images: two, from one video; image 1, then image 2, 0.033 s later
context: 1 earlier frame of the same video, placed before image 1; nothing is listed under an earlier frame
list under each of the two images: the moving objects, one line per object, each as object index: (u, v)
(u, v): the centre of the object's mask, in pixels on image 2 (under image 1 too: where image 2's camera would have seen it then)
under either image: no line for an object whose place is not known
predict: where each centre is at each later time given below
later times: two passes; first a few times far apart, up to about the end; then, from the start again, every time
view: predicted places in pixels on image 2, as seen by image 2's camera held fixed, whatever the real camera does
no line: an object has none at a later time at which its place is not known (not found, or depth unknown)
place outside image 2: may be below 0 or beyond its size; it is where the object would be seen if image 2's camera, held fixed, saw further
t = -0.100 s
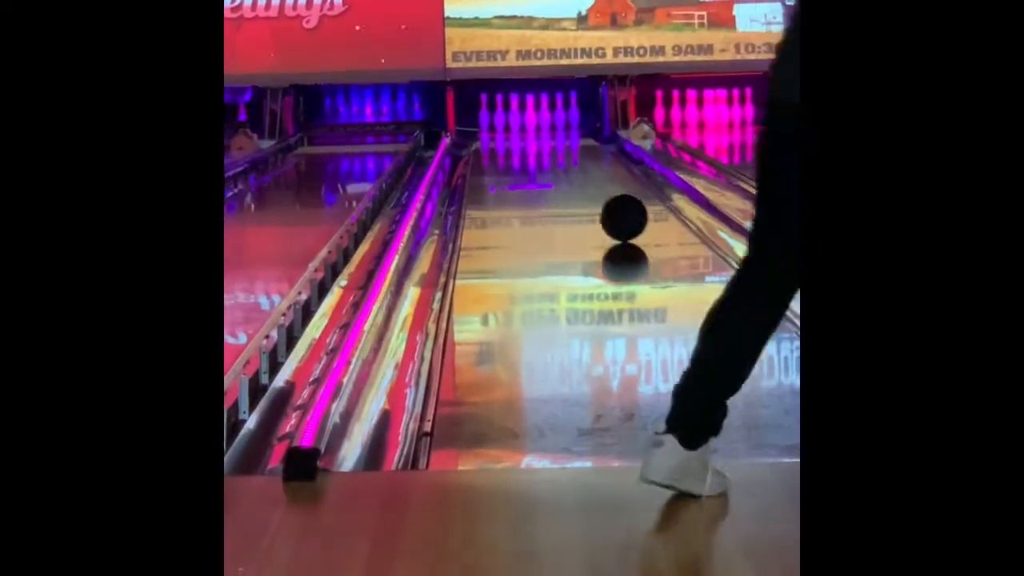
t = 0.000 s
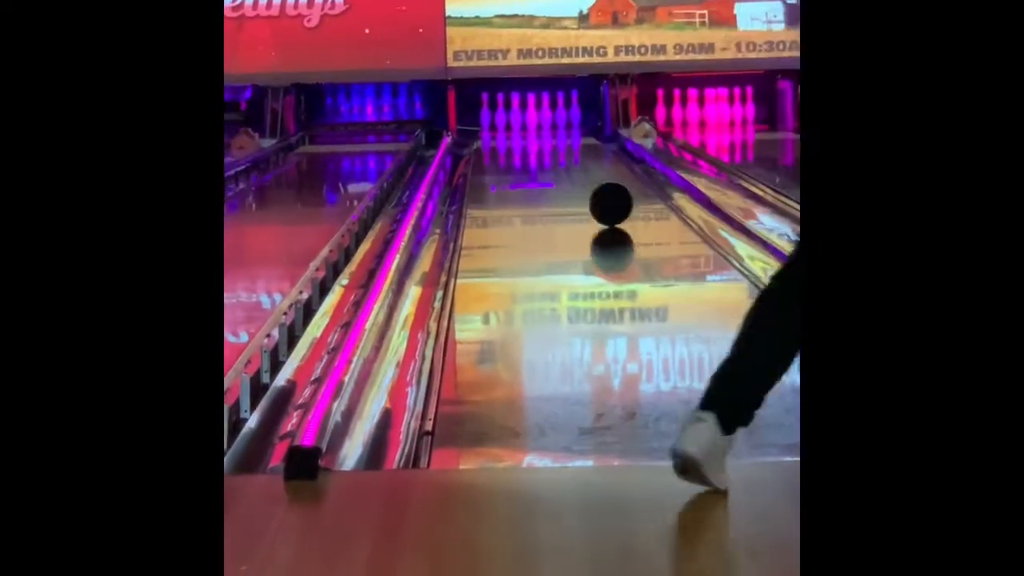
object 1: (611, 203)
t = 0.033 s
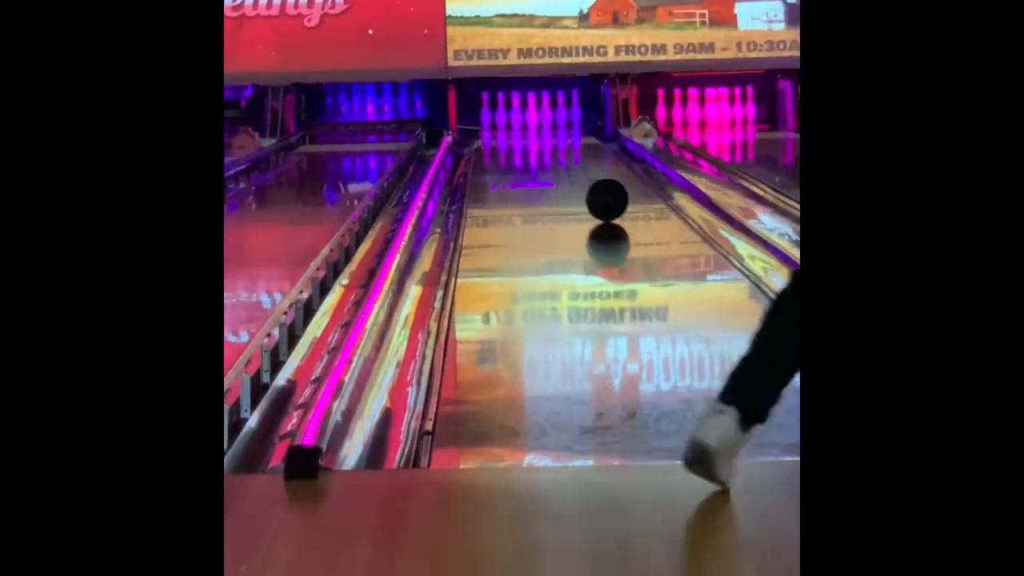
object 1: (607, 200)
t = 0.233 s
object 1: (585, 180)
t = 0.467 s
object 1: (565, 163)
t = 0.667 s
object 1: (551, 152)
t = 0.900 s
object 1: (536, 142)
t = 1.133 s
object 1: (523, 134)
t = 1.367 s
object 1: (511, 127)
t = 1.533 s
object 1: (503, 126)
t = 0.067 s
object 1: (603, 196)
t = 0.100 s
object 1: (599, 193)
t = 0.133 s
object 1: (595, 189)
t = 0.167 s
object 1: (592, 186)
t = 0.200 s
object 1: (588, 183)
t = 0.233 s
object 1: (585, 180)
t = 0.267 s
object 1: (582, 177)
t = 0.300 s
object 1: (578, 175)
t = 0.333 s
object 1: (575, 172)
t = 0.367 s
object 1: (572, 170)
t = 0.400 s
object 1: (570, 167)
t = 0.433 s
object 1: (567, 165)
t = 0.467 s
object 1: (565, 163)
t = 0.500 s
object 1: (562, 162)
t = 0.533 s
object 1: (559, 159)
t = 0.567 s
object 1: (557, 157)
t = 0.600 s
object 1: (555, 155)
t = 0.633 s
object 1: (553, 154)
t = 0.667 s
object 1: (551, 152)
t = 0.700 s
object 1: (548, 150)
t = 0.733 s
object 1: (546, 149)
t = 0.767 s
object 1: (544, 147)
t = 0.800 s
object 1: (542, 146)
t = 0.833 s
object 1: (540, 144)
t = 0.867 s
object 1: (538, 143)
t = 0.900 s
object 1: (536, 142)
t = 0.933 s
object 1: (534, 141)
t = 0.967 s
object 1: (532, 139)
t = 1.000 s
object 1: (531, 138)
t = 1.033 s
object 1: (529, 137)
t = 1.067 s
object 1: (527, 136)
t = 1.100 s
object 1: (525, 135)
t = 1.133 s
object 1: (523, 134)
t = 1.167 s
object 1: (522, 133)
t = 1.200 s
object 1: (520, 132)
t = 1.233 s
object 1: (517, 130)
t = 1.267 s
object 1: (516, 129)
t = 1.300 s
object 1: (515, 128)
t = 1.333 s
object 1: (513, 128)
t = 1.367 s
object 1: (511, 127)
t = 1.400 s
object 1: (509, 127)
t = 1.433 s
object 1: (508, 126)
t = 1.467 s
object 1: (505, 126)
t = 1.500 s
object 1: (503, 125)
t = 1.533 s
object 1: (503, 126)
